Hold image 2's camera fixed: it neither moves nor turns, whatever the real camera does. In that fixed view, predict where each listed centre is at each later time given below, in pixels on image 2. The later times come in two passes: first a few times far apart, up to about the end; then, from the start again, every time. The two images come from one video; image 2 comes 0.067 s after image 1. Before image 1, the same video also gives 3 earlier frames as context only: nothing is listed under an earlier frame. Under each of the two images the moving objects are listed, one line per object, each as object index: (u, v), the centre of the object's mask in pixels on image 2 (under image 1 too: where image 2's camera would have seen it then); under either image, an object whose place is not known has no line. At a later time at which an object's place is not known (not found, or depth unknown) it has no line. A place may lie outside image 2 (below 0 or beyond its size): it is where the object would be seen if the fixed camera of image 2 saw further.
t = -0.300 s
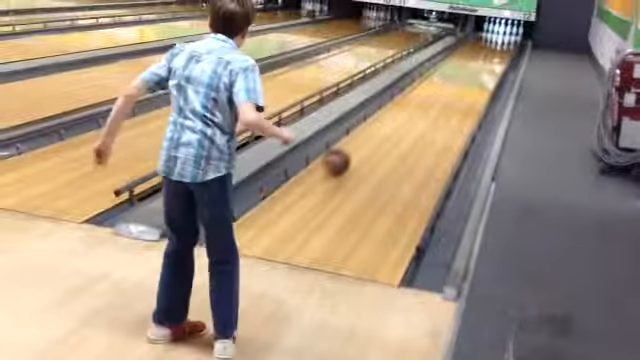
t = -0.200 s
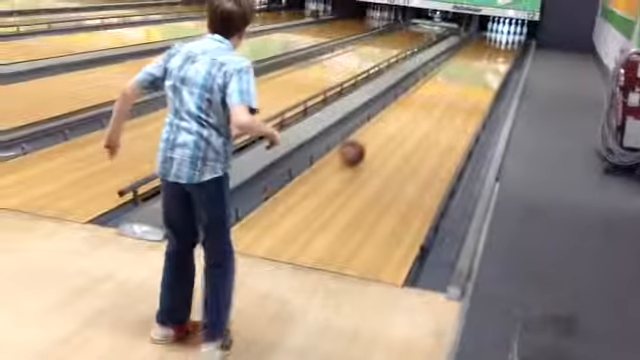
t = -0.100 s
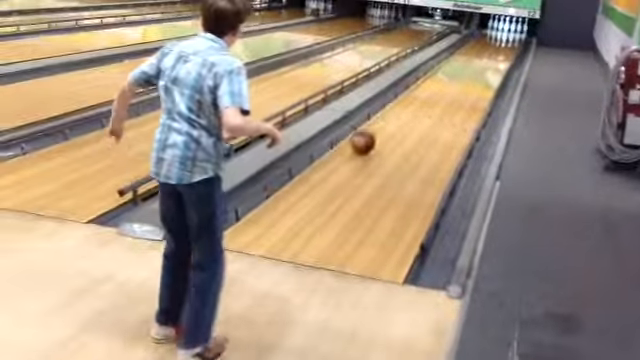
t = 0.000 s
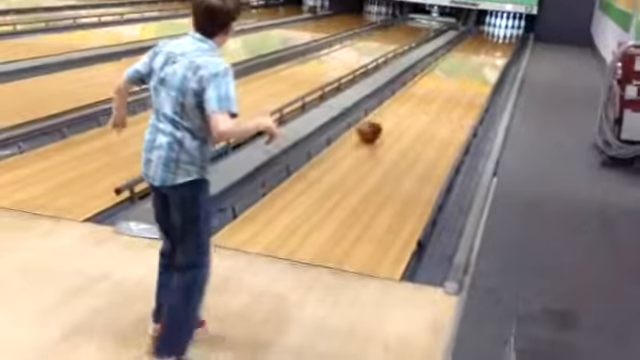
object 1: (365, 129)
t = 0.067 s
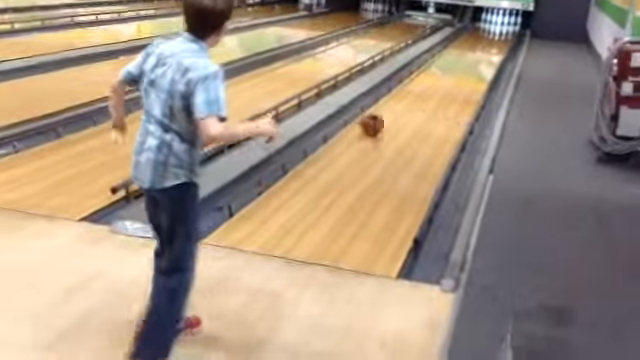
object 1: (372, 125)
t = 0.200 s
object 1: (383, 115)
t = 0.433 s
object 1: (399, 101)
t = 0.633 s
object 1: (412, 93)
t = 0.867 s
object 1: (423, 82)
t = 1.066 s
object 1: (432, 75)
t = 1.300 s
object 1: (441, 68)
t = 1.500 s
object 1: (447, 63)
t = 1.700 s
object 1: (453, 59)
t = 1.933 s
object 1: (460, 55)
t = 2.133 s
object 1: (464, 52)
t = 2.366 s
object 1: (470, 50)
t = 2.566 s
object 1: (473, 46)
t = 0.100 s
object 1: (375, 123)
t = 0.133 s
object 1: (377, 121)
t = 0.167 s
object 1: (380, 117)
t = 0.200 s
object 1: (383, 115)
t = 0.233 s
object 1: (385, 112)
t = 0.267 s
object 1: (388, 110)
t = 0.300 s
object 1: (390, 108)
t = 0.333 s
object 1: (393, 105)
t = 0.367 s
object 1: (395, 105)
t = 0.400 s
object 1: (397, 103)
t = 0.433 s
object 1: (399, 101)
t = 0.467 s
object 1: (401, 100)
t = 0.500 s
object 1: (403, 99)
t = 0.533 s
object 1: (405, 97)
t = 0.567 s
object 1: (407, 95)
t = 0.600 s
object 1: (410, 94)
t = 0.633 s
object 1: (412, 93)
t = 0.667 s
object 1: (413, 91)
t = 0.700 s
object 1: (414, 89)
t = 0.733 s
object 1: (416, 87)
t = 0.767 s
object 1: (418, 86)
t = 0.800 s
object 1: (420, 85)
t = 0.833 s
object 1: (421, 83)
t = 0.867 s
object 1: (423, 82)
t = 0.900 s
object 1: (424, 81)
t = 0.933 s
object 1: (426, 80)
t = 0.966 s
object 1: (427, 79)
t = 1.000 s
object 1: (429, 77)
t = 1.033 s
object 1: (431, 76)
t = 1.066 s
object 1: (432, 75)
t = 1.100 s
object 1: (434, 74)
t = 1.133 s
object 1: (435, 73)
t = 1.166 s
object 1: (436, 72)
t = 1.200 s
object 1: (437, 71)
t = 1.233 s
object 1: (438, 70)
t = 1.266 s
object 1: (439, 69)
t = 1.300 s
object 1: (441, 68)
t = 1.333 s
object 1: (442, 67)
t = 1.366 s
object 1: (444, 66)
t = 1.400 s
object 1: (445, 66)
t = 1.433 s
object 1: (445, 65)
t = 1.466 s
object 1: (446, 64)
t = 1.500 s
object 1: (447, 63)
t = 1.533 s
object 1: (448, 62)
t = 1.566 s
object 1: (449, 61)
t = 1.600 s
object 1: (449, 61)
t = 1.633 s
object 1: (452, 59)
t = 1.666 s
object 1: (452, 59)
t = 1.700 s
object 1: (453, 59)
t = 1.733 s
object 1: (454, 58)
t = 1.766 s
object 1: (456, 57)
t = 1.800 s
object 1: (457, 56)
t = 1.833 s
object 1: (457, 56)
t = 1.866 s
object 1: (458, 56)
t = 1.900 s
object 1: (459, 55)
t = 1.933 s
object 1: (460, 55)
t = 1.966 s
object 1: (460, 55)
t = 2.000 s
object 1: (461, 53)
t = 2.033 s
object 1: (461, 53)
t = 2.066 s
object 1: (462, 53)
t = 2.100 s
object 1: (464, 52)
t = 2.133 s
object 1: (464, 52)
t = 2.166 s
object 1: (464, 52)
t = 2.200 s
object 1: (466, 51)
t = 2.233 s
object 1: (466, 51)
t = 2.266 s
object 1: (468, 51)
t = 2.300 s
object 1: (469, 50)
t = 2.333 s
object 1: (470, 49)
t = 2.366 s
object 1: (470, 50)
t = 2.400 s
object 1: (470, 49)
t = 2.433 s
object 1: (470, 49)
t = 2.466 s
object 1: (471, 48)
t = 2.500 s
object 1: (472, 47)
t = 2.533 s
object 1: (473, 46)
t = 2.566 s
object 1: (473, 46)
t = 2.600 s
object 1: (474, 46)
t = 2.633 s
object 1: (475, 47)
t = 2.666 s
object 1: (475, 46)
